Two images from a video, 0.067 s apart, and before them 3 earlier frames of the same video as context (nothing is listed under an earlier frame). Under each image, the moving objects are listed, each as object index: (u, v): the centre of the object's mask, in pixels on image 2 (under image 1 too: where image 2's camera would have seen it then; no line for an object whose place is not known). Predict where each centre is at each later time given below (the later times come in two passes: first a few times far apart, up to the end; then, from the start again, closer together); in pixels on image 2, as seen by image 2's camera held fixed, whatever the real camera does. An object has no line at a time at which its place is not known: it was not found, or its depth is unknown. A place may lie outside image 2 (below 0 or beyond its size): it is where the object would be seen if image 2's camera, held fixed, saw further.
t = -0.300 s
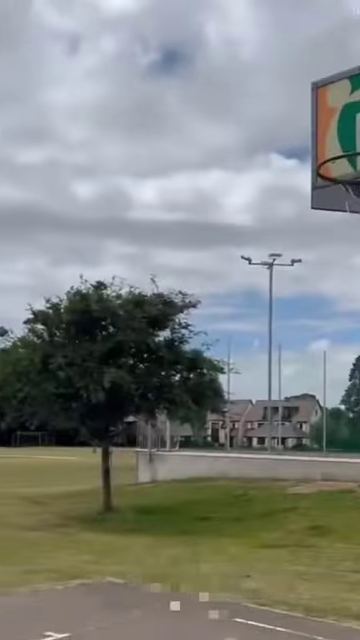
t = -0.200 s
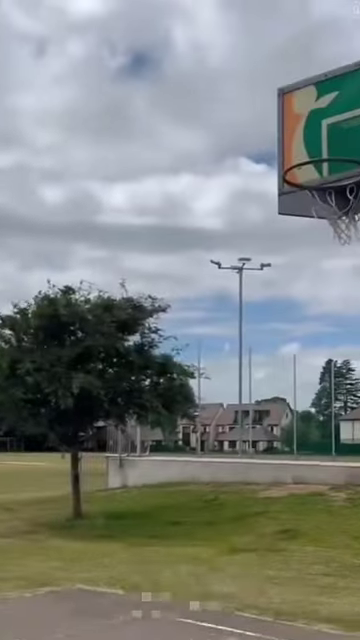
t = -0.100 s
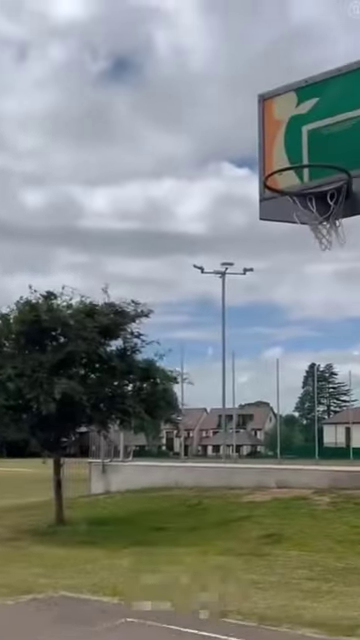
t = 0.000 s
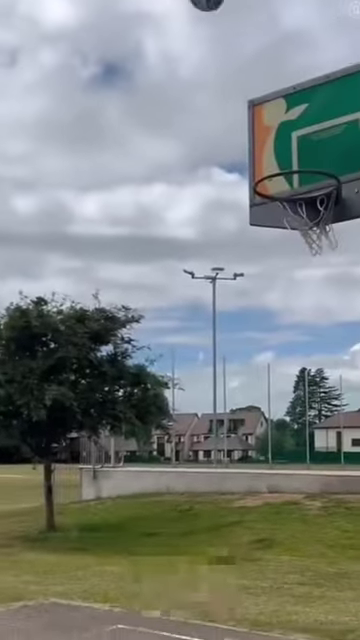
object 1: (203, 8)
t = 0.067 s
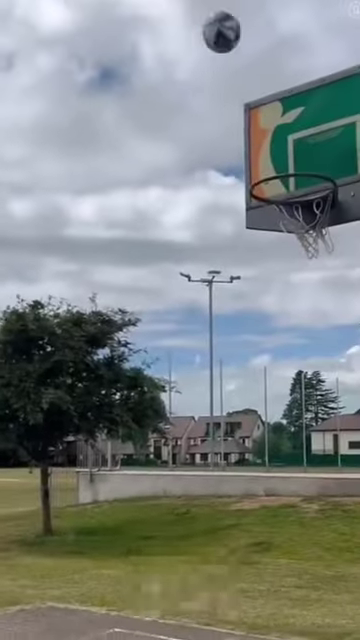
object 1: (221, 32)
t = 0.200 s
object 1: (255, 125)
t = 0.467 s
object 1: (319, 363)
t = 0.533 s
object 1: (332, 434)
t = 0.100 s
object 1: (230, 54)
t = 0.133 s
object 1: (239, 77)
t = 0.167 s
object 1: (248, 101)
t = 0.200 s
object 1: (255, 125)
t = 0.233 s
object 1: (264, 150)
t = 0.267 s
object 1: (272, 178)
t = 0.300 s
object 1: (280, 206)
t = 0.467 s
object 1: (319, 363)
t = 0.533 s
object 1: (332, 434)
